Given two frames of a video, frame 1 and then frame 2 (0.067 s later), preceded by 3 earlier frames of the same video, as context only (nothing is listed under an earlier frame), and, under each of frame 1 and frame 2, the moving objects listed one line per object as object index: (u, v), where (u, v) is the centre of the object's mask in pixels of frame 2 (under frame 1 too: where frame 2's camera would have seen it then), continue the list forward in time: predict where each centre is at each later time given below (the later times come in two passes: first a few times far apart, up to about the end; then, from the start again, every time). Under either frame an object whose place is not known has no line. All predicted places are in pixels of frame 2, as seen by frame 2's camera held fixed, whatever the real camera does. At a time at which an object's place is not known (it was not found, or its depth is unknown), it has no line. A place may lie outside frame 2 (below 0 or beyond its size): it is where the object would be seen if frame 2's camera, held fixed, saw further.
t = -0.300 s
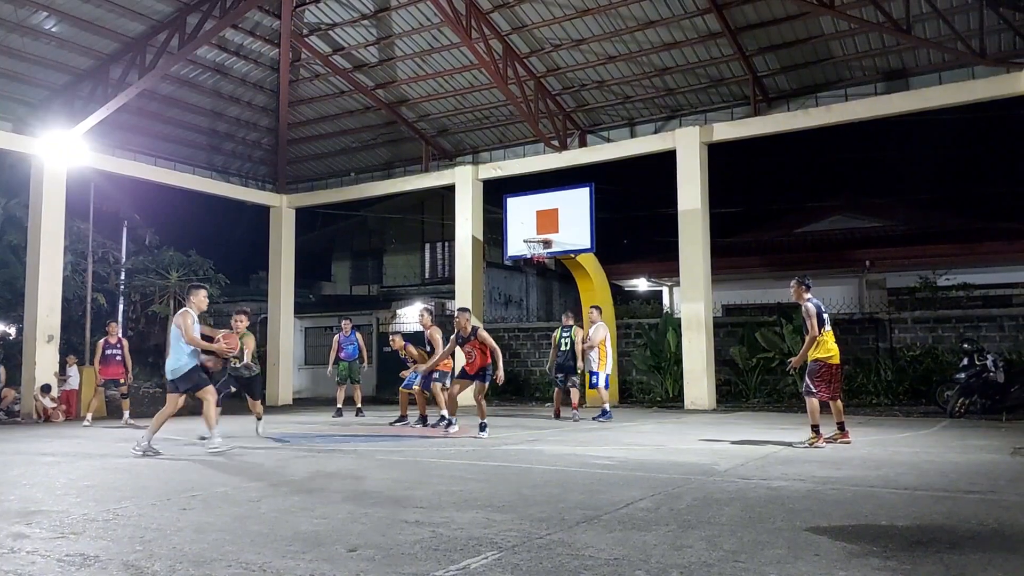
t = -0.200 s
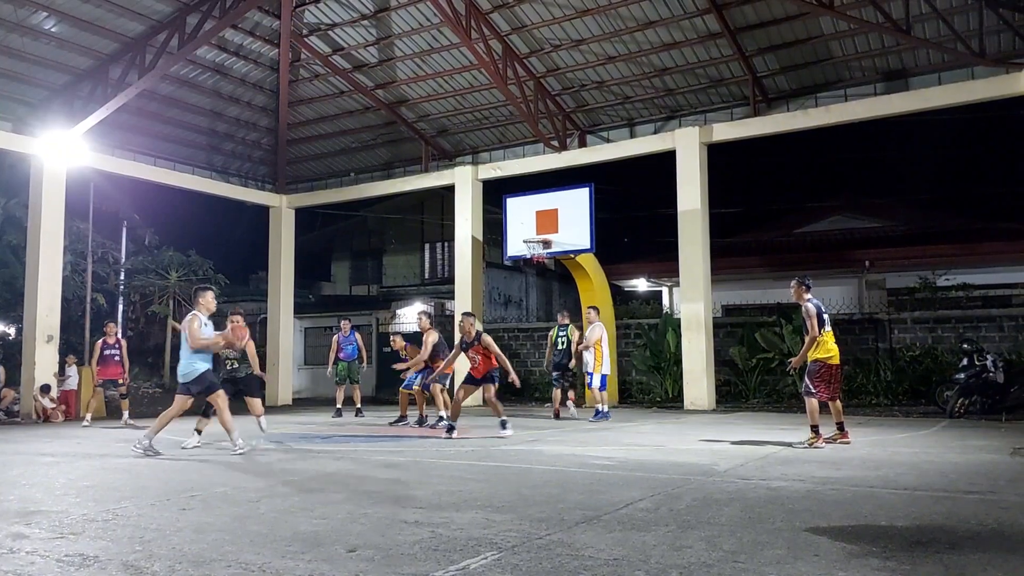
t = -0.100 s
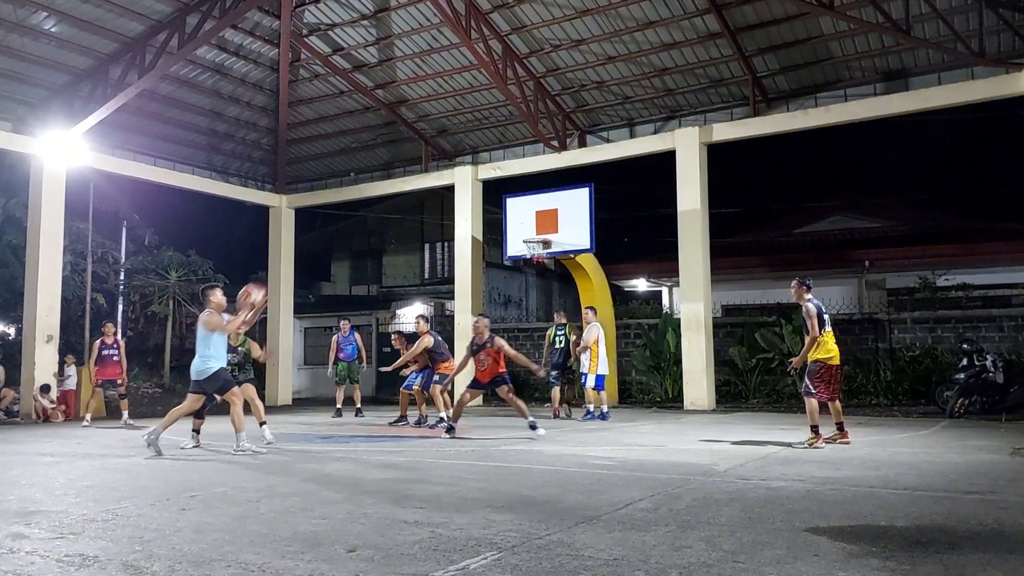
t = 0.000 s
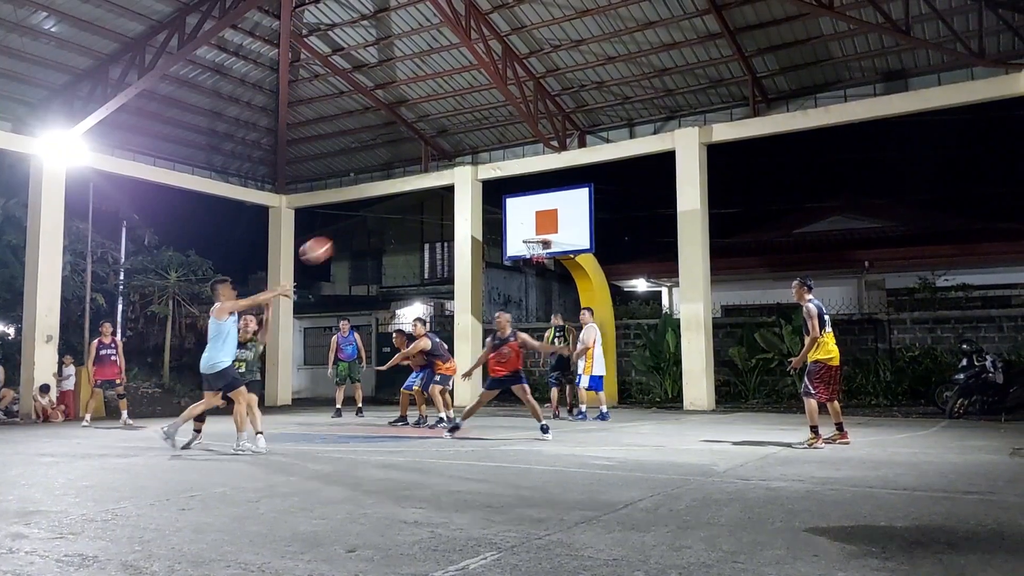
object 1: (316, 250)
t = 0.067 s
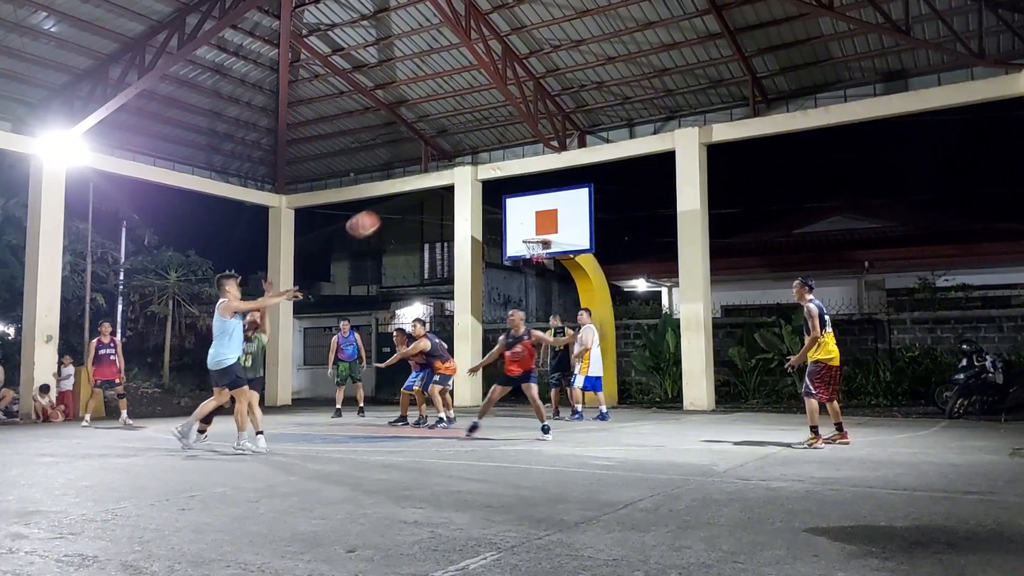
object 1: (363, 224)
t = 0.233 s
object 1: (478, 179)
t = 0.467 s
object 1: (632, 157)
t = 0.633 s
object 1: (743, 171)
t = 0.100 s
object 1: (386, 213)
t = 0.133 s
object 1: (410, 203)
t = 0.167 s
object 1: (432, 194)
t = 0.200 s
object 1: (450, 187)
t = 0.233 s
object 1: (478, 179)
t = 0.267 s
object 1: (499, 174)
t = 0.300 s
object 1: (521, 168)
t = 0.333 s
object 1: (545, 163)
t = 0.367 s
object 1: (567, 160)
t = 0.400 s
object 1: (588, 158)
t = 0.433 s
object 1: (610, 157)
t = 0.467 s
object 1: (632, 157)
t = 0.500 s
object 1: (654, 158)
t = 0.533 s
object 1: (675, 159)
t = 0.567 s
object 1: (701, 162)
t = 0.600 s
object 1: (722, 166)
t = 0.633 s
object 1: (743, 171)
